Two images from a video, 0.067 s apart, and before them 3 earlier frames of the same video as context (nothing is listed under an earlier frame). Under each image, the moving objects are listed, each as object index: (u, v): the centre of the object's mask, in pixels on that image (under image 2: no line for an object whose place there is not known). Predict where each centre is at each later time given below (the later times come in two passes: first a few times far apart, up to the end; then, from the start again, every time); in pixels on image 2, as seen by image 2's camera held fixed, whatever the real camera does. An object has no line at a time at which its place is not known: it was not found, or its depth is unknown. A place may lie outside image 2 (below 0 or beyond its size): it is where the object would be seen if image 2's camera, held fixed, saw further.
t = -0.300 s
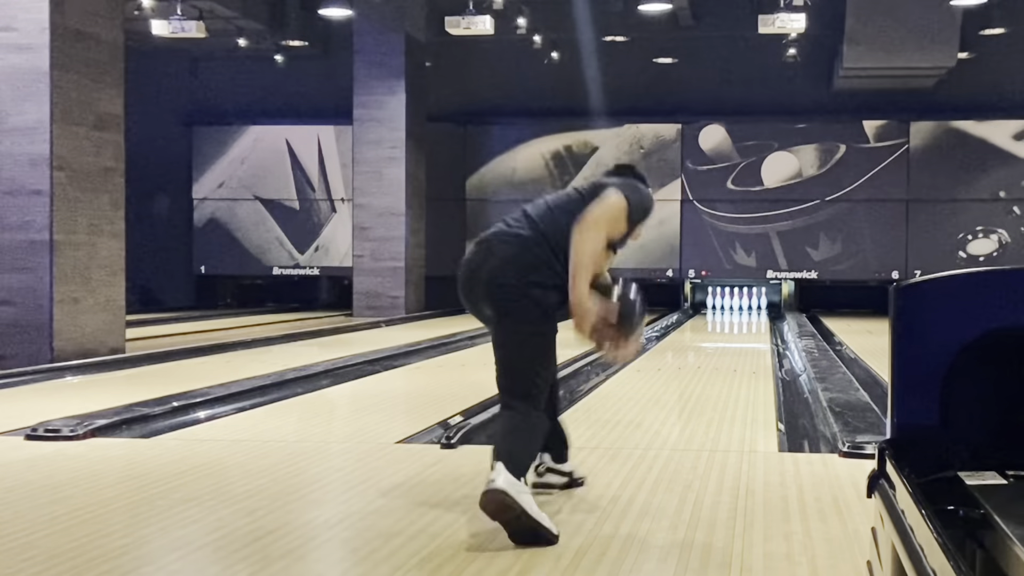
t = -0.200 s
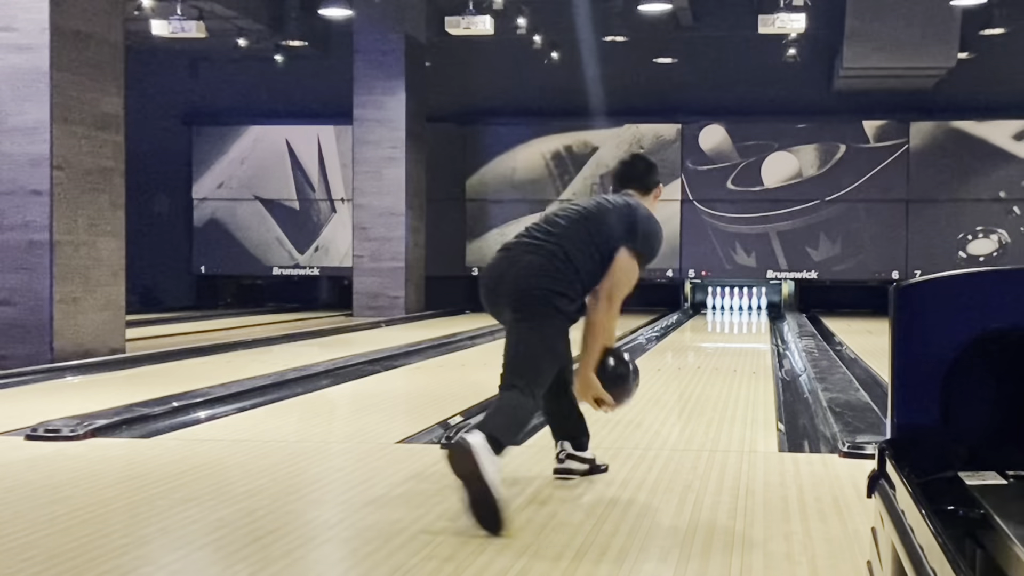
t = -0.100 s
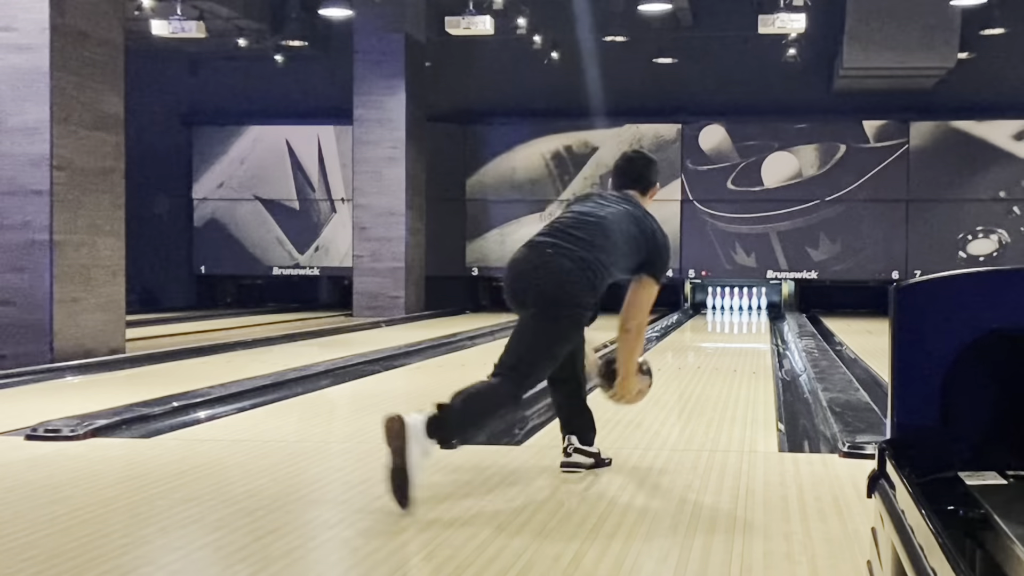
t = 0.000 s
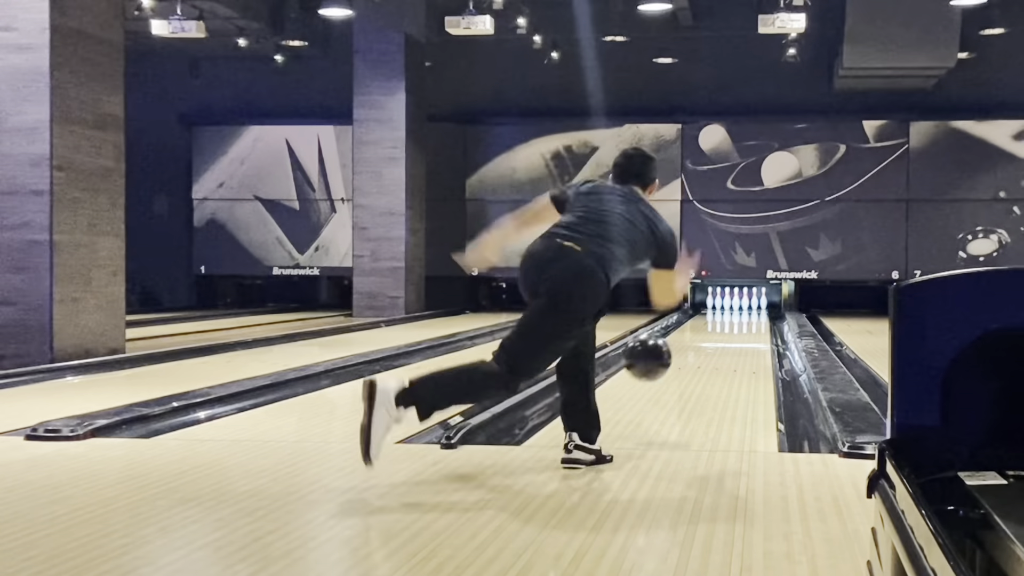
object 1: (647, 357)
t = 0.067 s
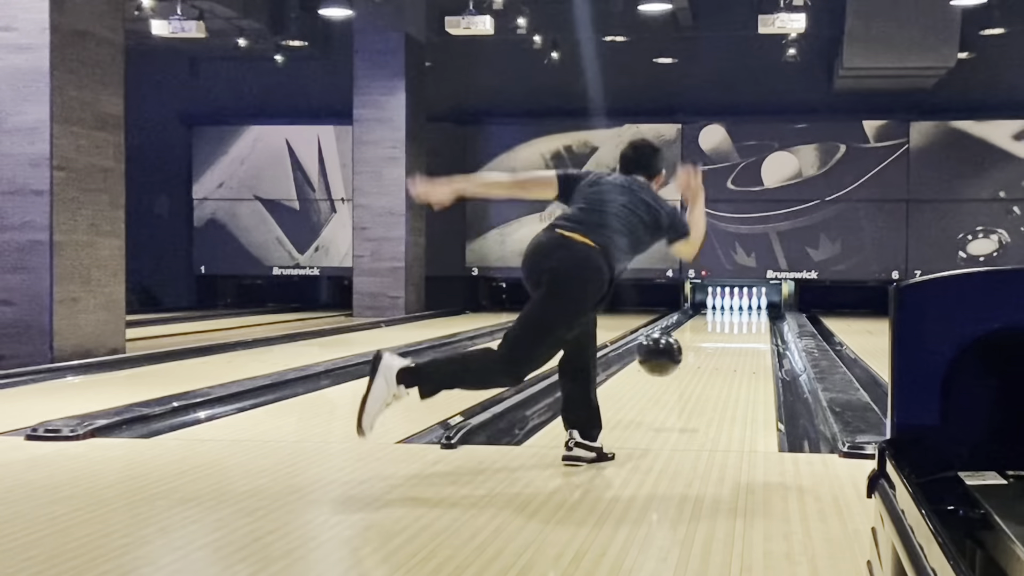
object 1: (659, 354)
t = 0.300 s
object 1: (690, 375)
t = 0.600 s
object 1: (716, 353)
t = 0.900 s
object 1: (731, 339)
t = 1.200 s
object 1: (741, 329)
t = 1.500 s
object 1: (748, 320)
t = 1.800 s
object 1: (753, 315)
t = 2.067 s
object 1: (753, 311)
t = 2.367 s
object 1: (747, 307)
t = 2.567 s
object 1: (742, 305)
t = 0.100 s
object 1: (664, 355)
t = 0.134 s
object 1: (670, 360)
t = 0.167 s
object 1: (675, 366)
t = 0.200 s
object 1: (679, 373)
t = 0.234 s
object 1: (683, 382)
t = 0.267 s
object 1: (687, 377)
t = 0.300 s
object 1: (690, 375)
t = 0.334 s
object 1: (694, 372)
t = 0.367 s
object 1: (697, 368)
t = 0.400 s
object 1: (700, 366)
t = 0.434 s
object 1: (703, 364)
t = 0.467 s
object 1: (706, 362)
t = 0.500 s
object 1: (709, 359)
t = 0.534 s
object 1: (711, 357)
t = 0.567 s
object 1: (713, 355)
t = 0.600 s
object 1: (716, 353)
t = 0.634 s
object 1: (717, 351)
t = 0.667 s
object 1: (720, 350)
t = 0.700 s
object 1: (722, 348)
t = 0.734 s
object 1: (723, 346)
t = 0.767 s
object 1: (725, 345)
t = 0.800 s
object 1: (726, 343)
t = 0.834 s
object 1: (728, 342)
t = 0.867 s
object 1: (729, 341)
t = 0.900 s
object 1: (731, 339)
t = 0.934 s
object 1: (732, 338)
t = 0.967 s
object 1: (733, 337)
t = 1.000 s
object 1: (735, 335)
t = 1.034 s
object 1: (736, 334)
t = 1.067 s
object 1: (737, 333)
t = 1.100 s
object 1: (738, 332)
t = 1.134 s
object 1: (739, 331)
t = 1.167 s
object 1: (740, 330)
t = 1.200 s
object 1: (741, 329)
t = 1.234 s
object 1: (742, 328)
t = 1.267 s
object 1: (743, 327)
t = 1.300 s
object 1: (744, 326)
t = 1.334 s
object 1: (745, 325)
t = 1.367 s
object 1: (746, 324)
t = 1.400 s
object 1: (747, 323)
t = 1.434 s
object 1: (747, 322)
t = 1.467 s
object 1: (748, 322)
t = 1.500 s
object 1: (748, 320)
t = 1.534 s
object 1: (749, 320)
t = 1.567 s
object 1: (750, 319)
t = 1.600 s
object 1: (750, 318)
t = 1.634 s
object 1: (751, 318)
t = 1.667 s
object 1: (751, 317)
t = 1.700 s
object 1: (751, 317)
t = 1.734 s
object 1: (752, 316)
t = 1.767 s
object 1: (752, 315)
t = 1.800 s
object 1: (753, 315)
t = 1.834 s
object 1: (753, 314)
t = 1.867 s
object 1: (753, 314)
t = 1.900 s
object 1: (753, 313)
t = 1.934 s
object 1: (753, 312)
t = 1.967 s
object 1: (754, 312)
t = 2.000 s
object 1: (754, 312)
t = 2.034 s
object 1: (754, 311)
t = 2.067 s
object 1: (753, 311)
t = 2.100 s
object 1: (754, 310)
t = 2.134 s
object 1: (753, 310)
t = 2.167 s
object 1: (752, 310)
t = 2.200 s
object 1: (752, 309)
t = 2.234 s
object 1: (751, 308)
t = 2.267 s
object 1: (750, 308)
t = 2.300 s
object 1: (749, 308)
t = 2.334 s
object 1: (748, 307)
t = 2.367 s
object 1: (747, 307)
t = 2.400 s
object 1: (746, 307)
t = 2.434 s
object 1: (745, 306)
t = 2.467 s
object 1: (745, 306)
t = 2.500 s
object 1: (744, 307)
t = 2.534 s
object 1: (743, 305)
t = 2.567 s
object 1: (742, 305)
